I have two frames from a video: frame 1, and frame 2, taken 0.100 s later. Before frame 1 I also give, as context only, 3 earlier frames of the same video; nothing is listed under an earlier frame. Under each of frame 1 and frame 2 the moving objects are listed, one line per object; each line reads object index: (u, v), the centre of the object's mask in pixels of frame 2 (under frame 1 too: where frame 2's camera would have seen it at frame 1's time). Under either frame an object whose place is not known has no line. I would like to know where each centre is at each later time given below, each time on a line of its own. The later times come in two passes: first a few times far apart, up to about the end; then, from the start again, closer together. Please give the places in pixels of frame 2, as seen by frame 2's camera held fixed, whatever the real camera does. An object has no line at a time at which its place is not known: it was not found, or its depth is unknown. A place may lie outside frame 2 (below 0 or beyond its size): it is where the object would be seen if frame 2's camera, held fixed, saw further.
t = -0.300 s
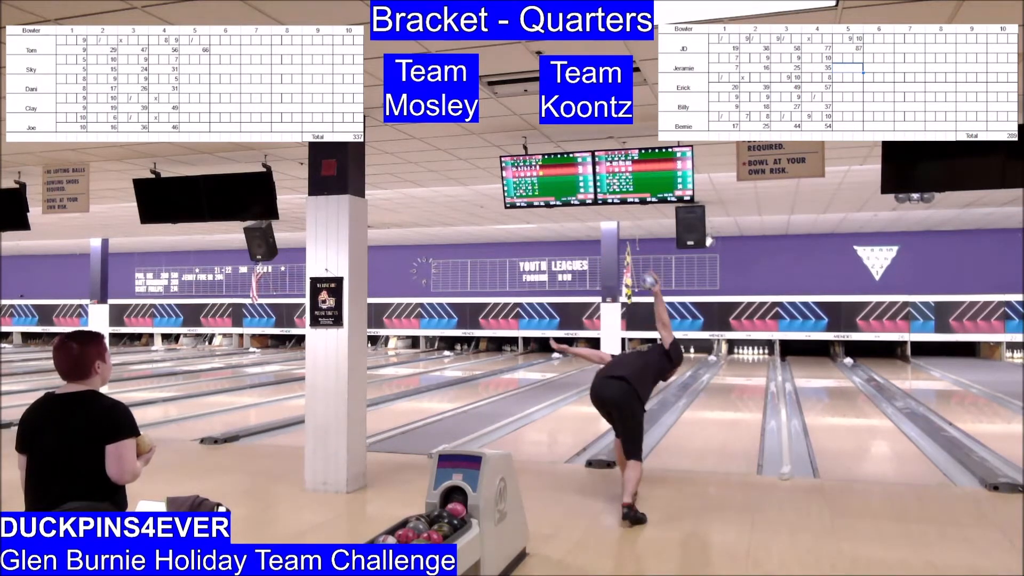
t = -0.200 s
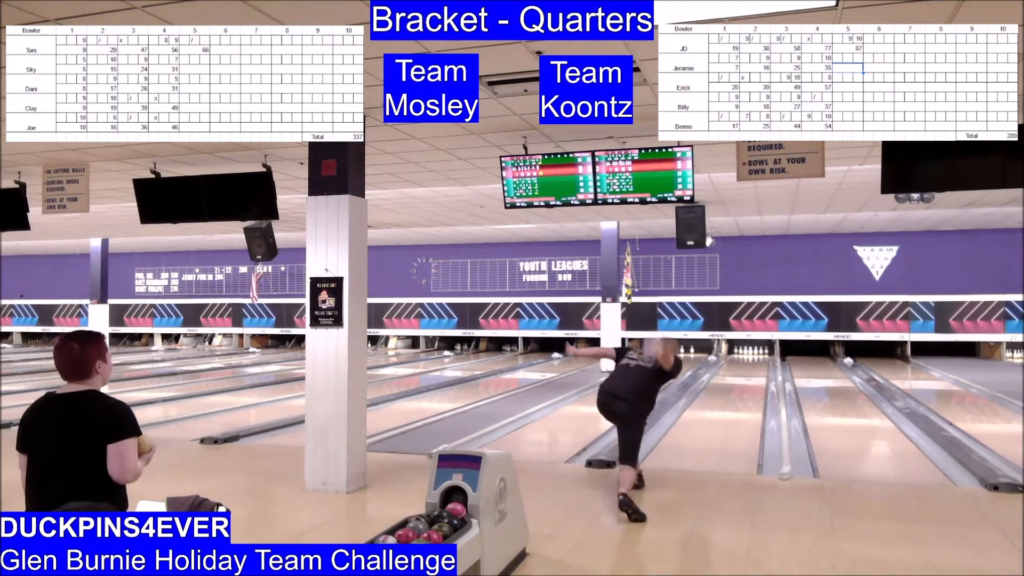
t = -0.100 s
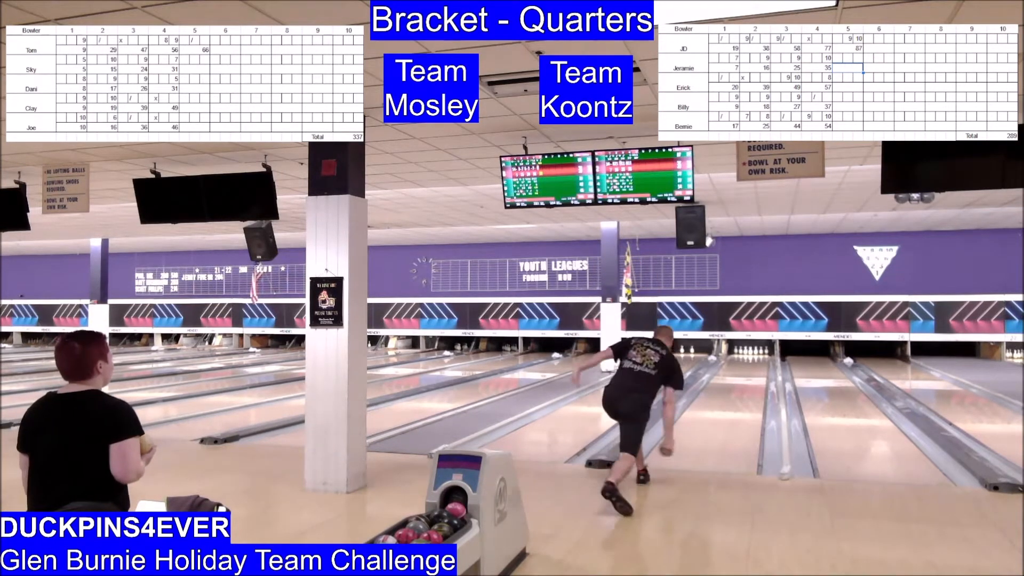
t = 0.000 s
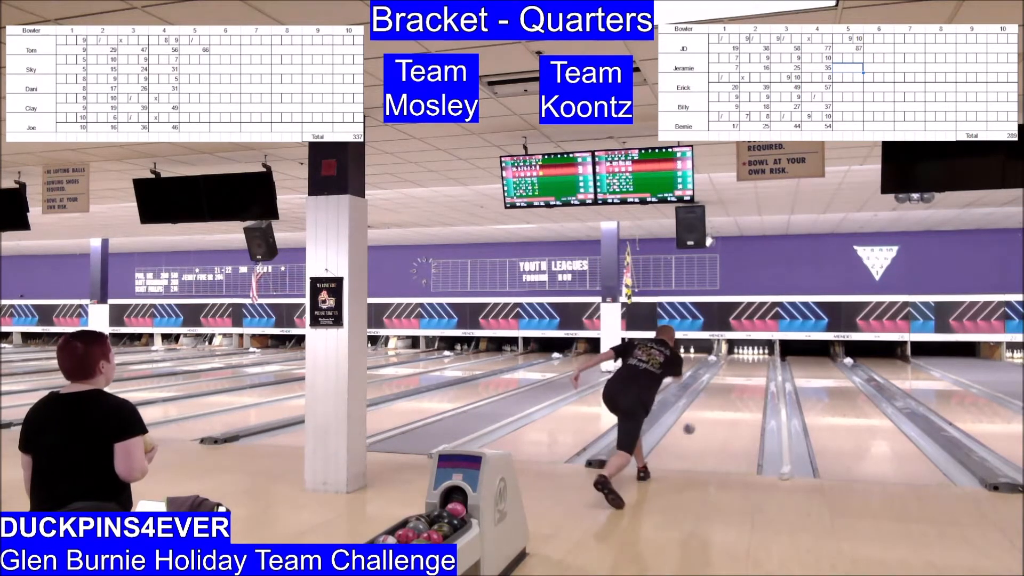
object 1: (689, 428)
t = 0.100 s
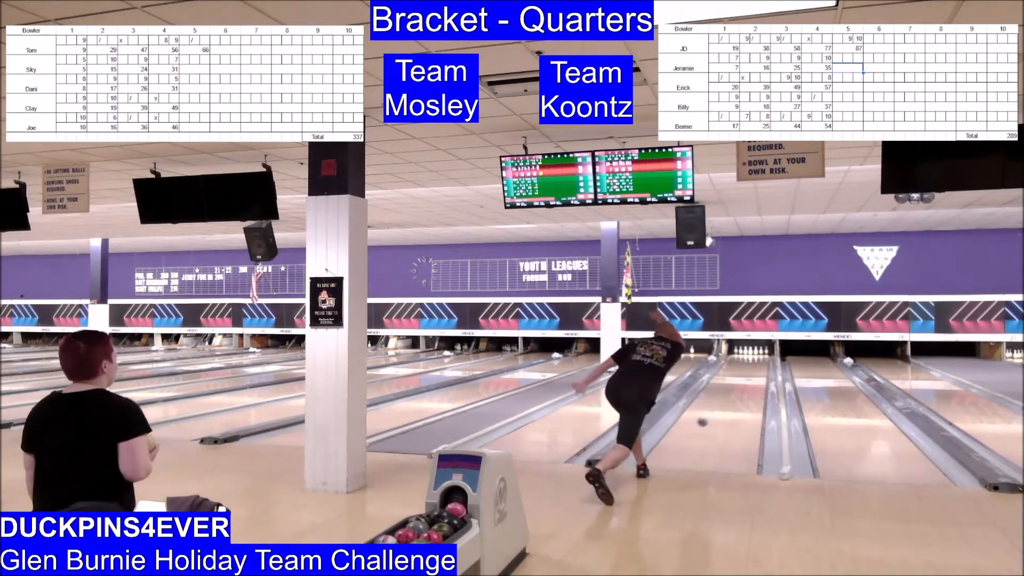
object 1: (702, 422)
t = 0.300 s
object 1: (723, 398)
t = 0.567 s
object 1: (739, 380)
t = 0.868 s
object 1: (749, 360)
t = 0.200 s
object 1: (714, 410)
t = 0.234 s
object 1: (717, 405)
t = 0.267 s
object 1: (721, 401)
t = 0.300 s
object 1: (723, 398)
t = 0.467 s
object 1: (734, 384)
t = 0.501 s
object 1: (735, 381)
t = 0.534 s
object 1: (737, 379)
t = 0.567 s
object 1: (739, 380)
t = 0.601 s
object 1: (739, 380)
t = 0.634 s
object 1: (740, 379)
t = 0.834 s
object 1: (747, 363)
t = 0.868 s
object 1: (749, 360)
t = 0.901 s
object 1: (748, 360)
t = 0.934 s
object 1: (749, 360)
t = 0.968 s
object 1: (751, 360)
